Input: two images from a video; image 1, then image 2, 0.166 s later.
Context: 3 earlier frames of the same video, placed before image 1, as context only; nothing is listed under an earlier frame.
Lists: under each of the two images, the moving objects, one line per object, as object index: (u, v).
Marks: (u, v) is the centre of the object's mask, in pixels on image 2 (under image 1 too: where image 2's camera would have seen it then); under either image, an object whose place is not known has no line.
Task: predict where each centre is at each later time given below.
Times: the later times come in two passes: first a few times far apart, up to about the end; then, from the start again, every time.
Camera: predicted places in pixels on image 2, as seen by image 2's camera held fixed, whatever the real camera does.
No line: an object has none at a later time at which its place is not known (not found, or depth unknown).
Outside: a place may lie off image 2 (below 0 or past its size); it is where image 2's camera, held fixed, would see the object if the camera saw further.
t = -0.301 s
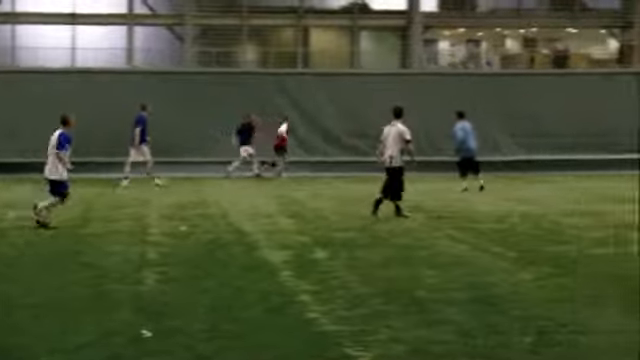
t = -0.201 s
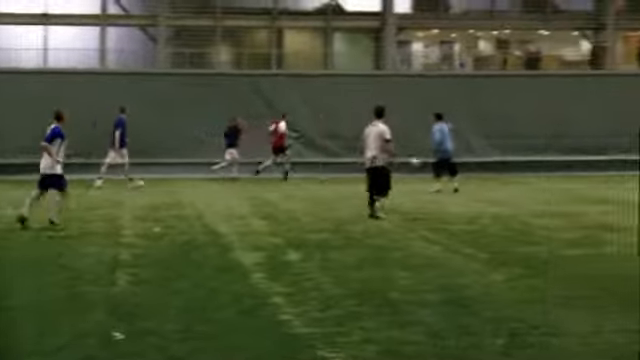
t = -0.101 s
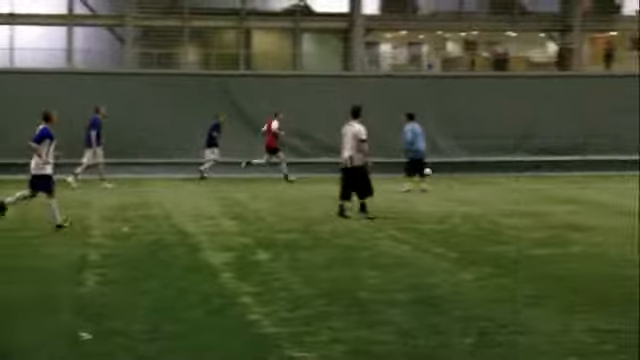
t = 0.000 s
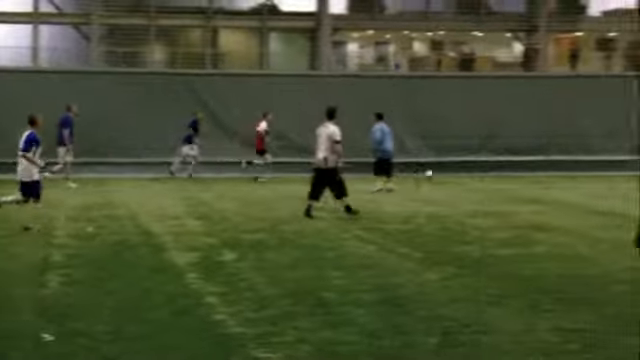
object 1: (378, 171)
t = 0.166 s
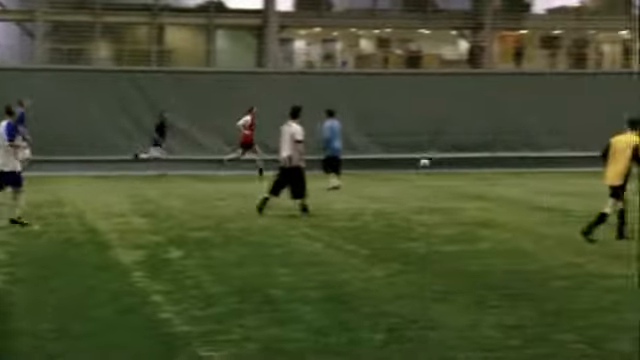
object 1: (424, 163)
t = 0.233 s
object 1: (445, 161)
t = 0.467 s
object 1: (508, 177)
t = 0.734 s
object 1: (565, 167)
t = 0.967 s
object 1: (611, 178)
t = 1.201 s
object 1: (662, 180)
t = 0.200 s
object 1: (433, 164)
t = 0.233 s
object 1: (445, 161)
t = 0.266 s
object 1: (452, 163)
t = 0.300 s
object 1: (459, 166)
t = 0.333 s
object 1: (473, 166)
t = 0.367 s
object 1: (478, 169)
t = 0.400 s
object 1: (490, 170)
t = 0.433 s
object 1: (500, 172)
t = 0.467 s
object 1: (508, 177)
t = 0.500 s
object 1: (518, 175)
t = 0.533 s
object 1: (523, 174)
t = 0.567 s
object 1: (529, 171)
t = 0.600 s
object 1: (536, 169)
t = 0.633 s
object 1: (545, 169)
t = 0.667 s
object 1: (551, 168)
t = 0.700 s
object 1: (554, 168)
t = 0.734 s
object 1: (565, 167)
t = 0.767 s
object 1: (570, 169)
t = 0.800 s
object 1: (577, 172)
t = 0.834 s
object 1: (584, 172)
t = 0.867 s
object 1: (588, 176)
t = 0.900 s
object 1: (598, 179)
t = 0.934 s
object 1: (605, 179)
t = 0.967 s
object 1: (611, 178)
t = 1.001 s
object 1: (620, 175)
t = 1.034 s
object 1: (623, 176)
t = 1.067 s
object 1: (633, 176)
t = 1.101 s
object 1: (642, 175)
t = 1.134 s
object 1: (647, 175)
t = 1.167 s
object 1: (654, 178)
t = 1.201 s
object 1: (662, 180)
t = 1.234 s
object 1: (666, 181)
